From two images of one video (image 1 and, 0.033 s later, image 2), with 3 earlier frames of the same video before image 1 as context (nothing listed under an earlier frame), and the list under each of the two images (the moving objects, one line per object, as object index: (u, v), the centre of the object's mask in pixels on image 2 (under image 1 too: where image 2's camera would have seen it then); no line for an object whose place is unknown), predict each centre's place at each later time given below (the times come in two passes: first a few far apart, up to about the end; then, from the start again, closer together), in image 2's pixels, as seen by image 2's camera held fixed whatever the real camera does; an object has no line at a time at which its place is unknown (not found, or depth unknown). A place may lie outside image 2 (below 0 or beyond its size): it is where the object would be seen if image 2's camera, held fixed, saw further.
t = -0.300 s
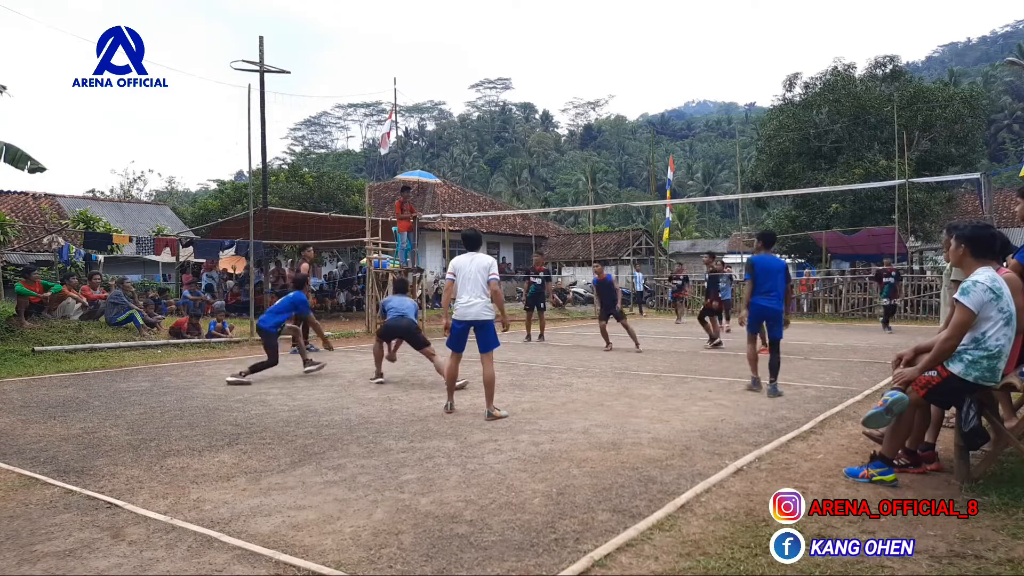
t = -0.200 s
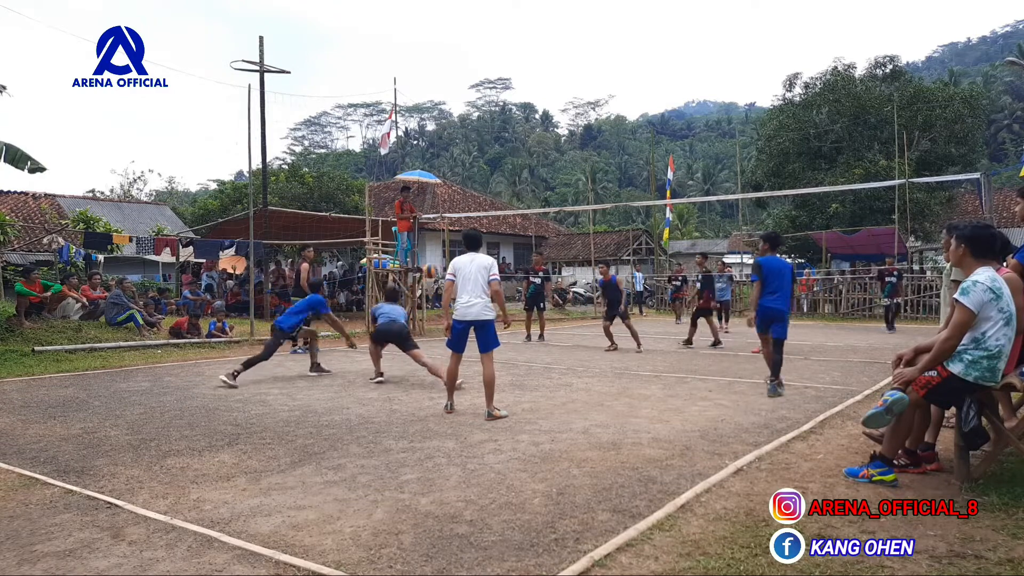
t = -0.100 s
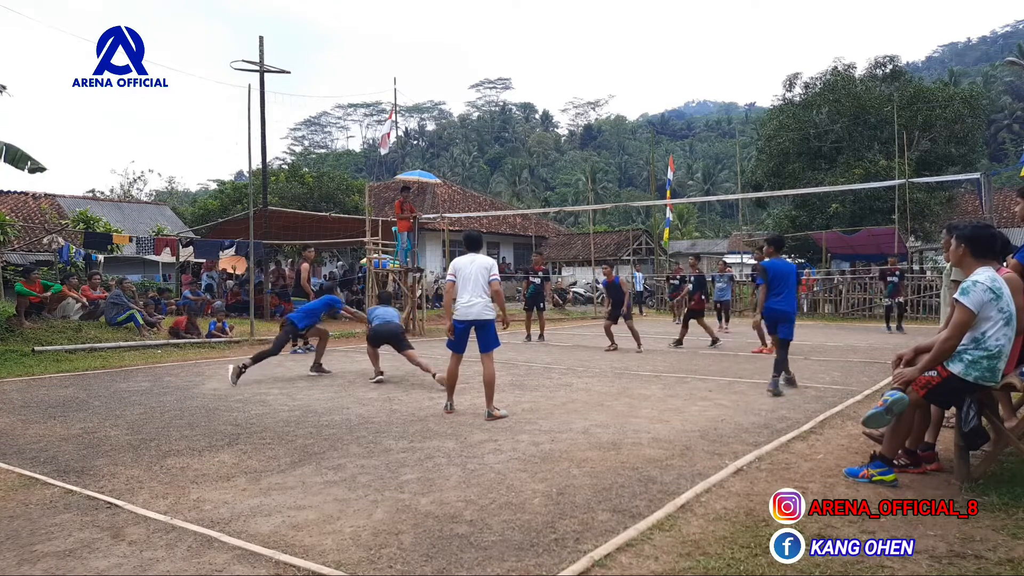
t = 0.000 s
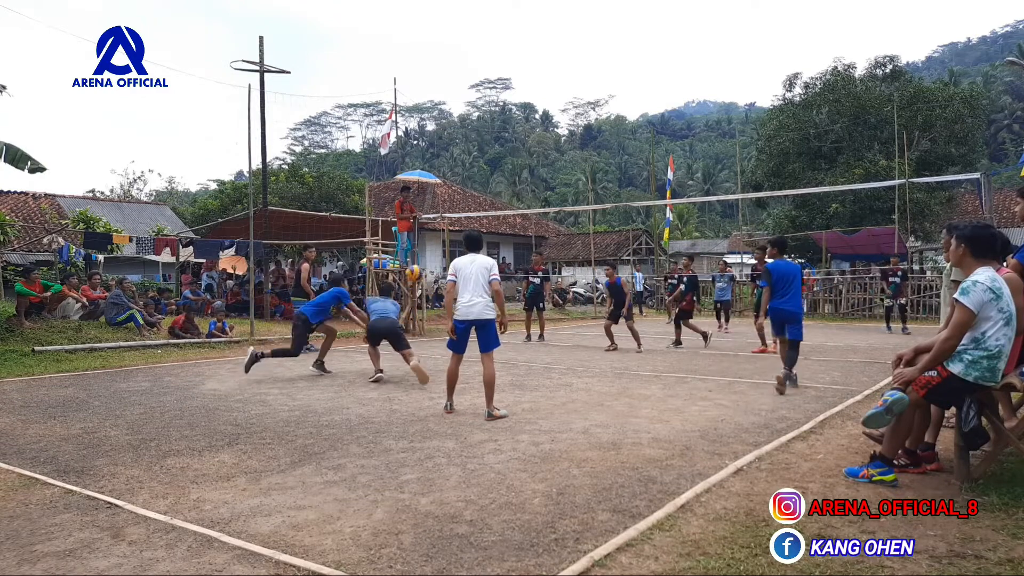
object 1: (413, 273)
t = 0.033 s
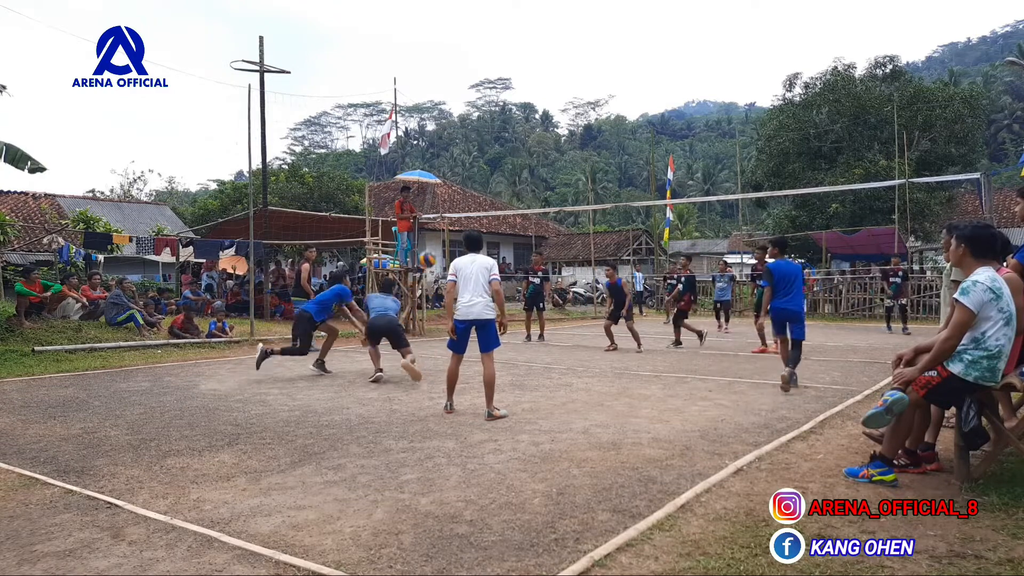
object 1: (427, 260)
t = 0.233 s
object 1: (506, 187)
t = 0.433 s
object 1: (589, 142)
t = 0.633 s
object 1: (683, 130)
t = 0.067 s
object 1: (439, 244)
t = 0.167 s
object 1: (478, 207)
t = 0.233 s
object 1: (506, 187)
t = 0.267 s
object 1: (519, 177)
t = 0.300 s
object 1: (533, 168)
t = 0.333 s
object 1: (546, 161)
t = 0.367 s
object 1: (561, 153)
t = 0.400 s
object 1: (575, 147)
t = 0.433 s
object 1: (589, 142)
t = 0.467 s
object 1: (604, 137)
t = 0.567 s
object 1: (650, 130)
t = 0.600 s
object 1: (667, 130)
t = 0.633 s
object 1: (683, 130)
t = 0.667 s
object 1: (699, 132)
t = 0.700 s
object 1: (716, 135)
